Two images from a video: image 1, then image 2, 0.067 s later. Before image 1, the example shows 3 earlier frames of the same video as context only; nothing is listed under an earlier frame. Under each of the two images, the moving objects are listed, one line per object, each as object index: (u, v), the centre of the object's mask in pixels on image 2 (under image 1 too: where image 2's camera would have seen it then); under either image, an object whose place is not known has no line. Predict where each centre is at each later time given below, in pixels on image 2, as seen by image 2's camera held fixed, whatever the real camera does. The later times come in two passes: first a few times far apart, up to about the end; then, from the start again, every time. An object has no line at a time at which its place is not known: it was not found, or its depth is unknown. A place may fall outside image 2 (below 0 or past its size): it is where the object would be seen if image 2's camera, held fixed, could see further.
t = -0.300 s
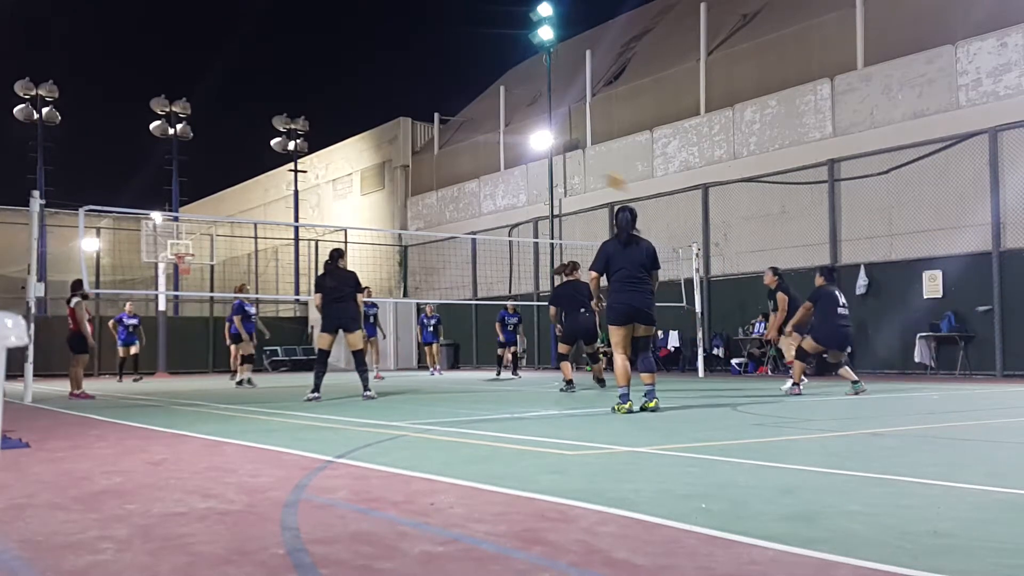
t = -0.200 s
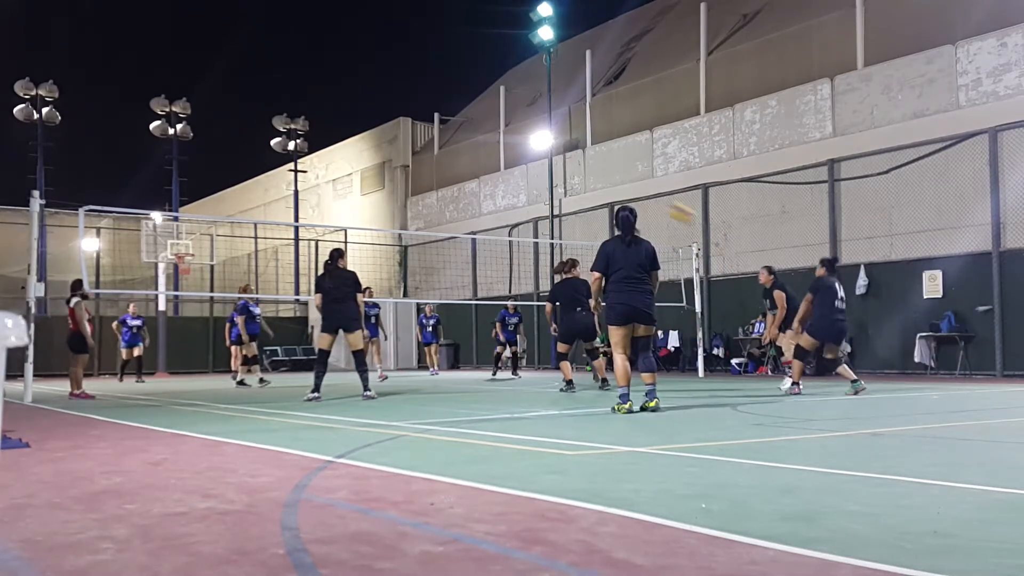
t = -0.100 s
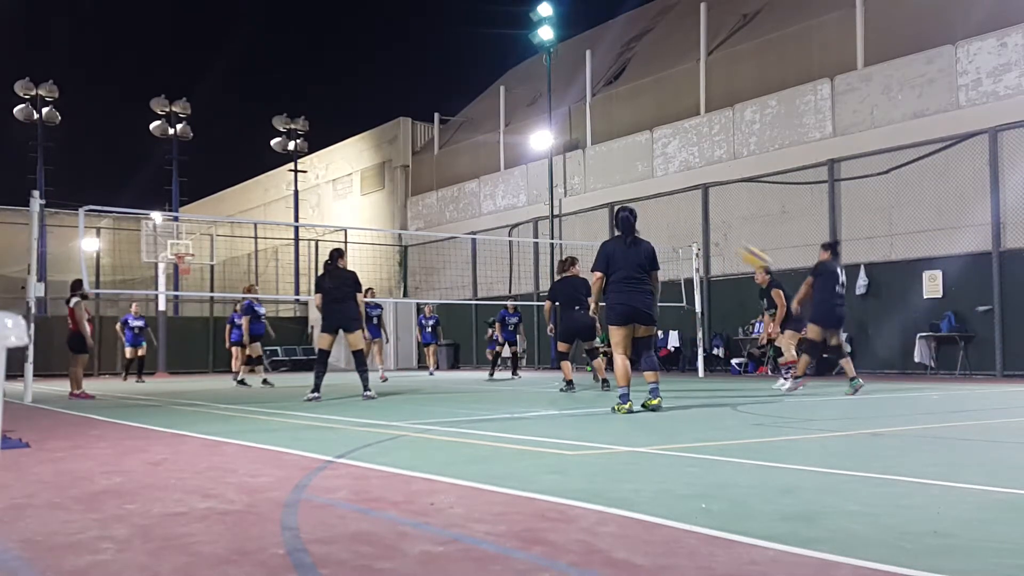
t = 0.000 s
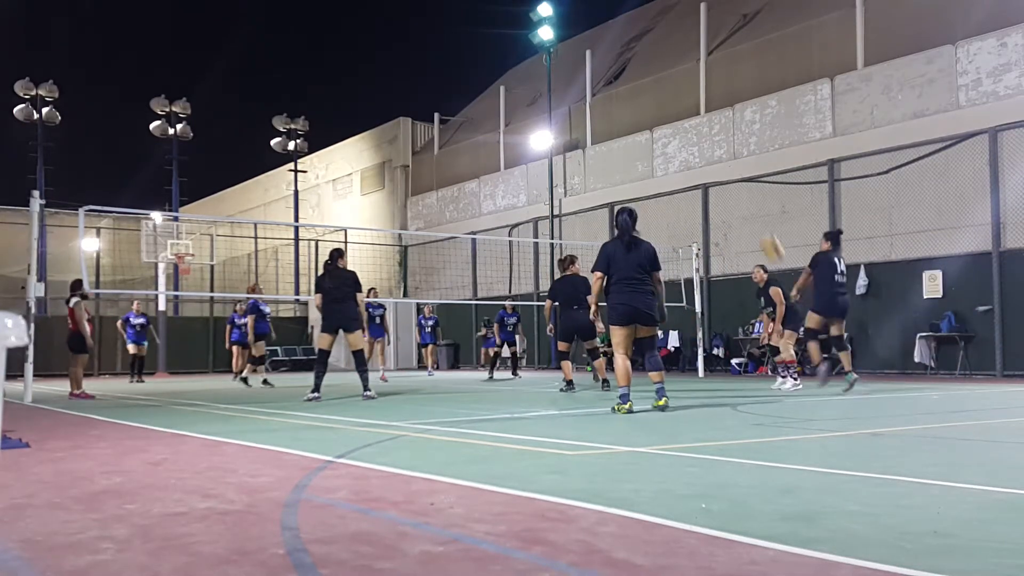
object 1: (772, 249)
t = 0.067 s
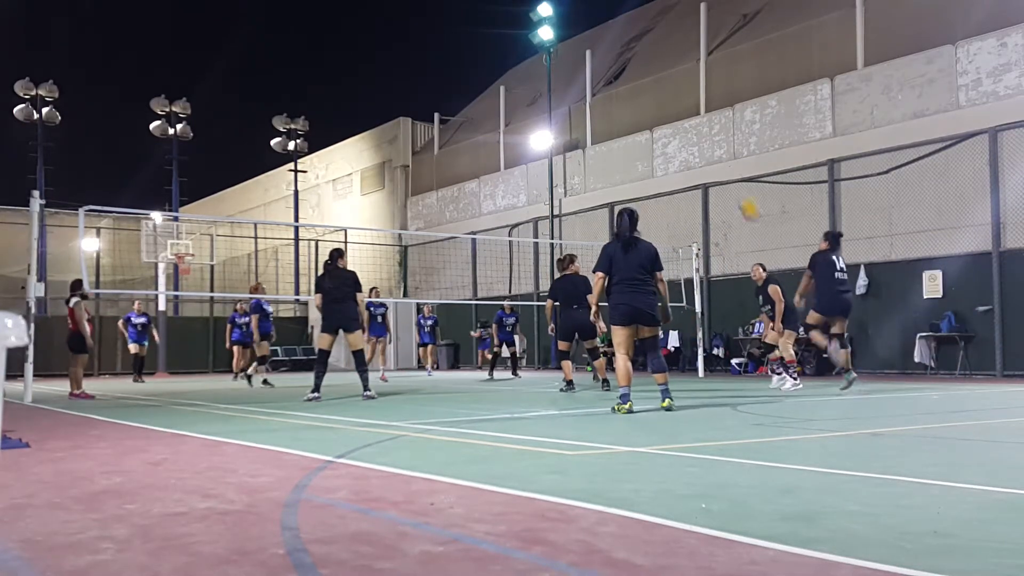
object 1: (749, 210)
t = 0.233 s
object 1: (695, 126)
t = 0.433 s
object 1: (639, 63)
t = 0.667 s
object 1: (580, 35)
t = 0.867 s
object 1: (535, 45)
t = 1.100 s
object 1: (489, 86)
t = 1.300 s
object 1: (454, 146)
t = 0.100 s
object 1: (738, 190)
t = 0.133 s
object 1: (728, 170)
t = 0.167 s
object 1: (718, 155)
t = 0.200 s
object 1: (706, 142)
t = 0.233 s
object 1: (695, 126)
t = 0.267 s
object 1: (686, 112)
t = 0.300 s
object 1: (677, 101)
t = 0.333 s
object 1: (668, 90)
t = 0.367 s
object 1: (658, 82)
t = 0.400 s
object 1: (648, 71)
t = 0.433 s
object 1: (639, 63)
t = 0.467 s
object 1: (630, 58)
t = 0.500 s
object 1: (622, 52)
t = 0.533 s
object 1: (613, 46)
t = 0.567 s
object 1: (605, 43)
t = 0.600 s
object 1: (596, 40)
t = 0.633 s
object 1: (589, 37)
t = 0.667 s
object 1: (580, 35)
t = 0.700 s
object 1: (573, 35)
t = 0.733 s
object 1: (567, 34)
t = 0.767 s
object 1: (561, 37)
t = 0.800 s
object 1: (555, 39)
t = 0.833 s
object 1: (540, 42)
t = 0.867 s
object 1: (535, 45)
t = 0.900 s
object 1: (529, 48)
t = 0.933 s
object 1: (522, 52)
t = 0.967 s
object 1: (516, 58)
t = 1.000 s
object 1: (509, 63)
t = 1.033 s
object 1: (502, 70)
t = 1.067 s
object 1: (496, 78)
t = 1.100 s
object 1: (489, 86)
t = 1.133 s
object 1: (484, 94)
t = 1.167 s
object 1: (478, 103)
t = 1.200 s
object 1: (470, 113)
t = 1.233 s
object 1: (465, 125)
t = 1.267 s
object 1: (459, 135)
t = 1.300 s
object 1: (454, 146)
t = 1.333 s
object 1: (448, 161)
